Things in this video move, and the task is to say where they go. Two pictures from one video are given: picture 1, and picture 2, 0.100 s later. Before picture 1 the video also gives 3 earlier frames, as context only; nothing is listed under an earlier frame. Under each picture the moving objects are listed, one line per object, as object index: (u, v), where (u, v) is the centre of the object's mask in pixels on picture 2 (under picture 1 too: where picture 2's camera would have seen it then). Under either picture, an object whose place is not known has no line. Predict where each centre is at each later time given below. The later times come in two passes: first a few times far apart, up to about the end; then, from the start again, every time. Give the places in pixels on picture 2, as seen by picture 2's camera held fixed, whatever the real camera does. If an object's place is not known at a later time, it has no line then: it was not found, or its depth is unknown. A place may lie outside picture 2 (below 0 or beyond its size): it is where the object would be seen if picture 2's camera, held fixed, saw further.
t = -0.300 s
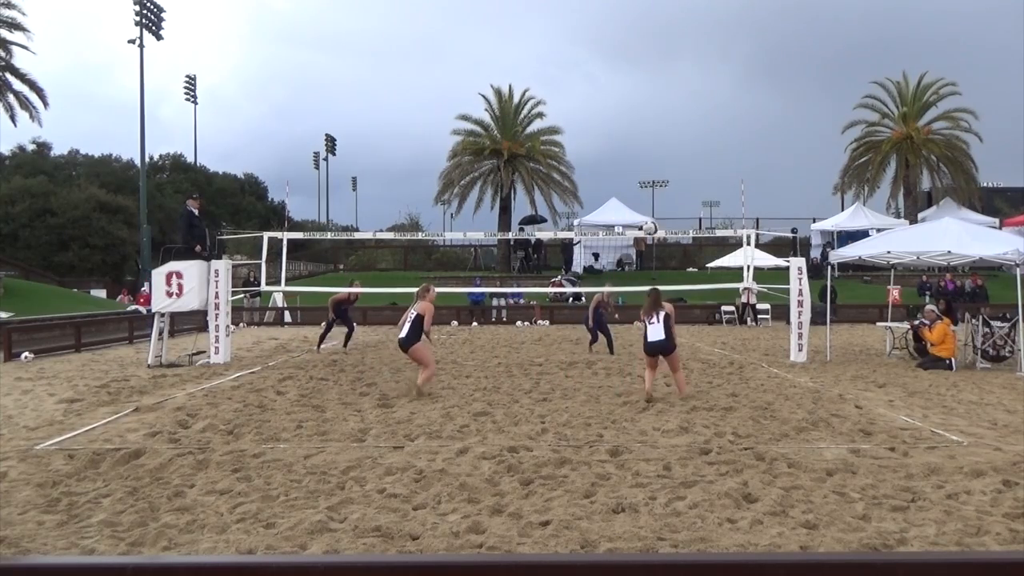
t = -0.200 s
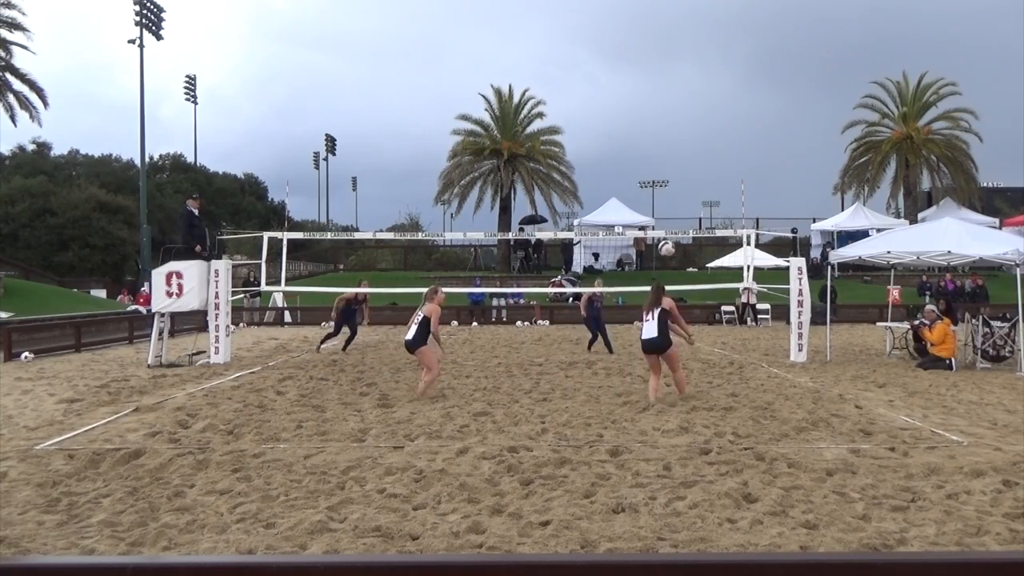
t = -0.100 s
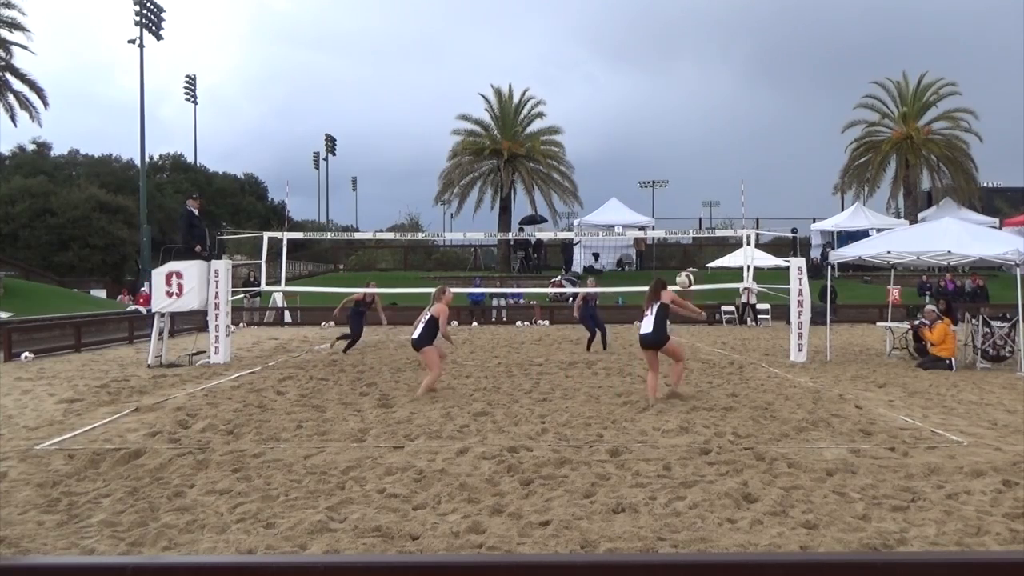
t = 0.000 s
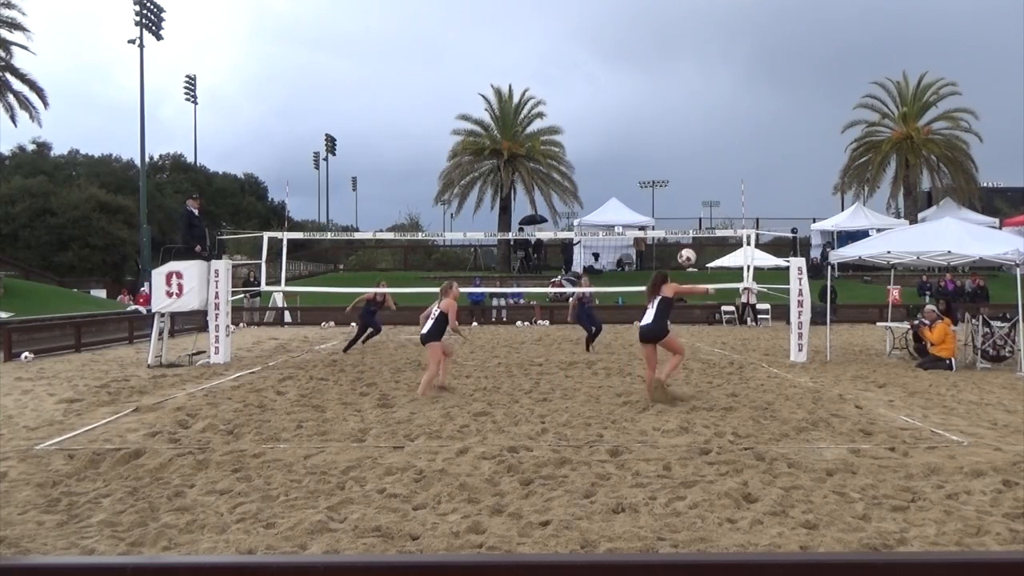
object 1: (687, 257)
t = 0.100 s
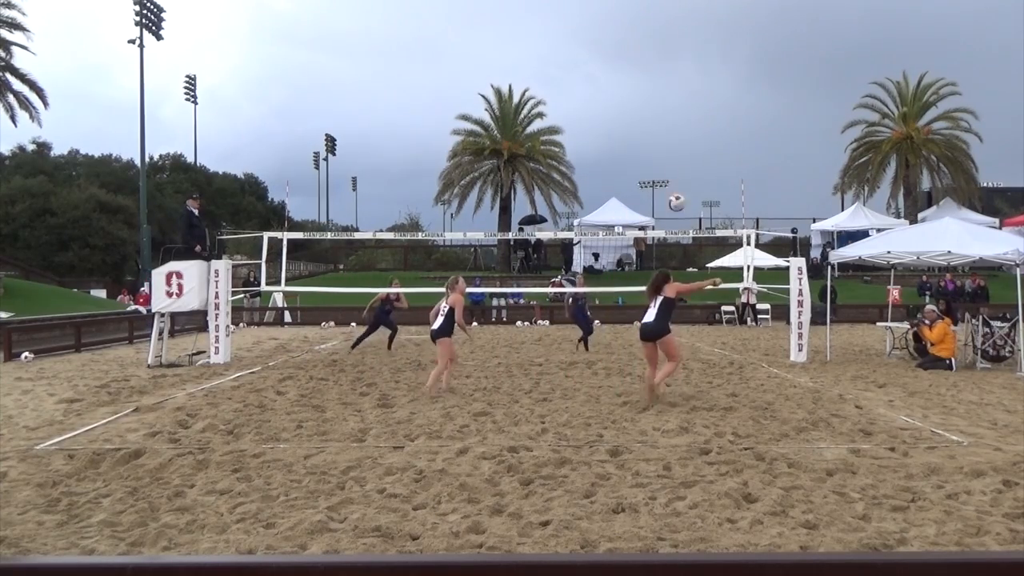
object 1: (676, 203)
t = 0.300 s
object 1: (656, 123)
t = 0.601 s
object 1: (628, 65)
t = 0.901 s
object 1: (603, 73)
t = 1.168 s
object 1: (584, 129)
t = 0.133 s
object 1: (673, 186)
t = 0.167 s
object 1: (669, 172)
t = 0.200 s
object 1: (666, 158)
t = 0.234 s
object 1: (662, 145)
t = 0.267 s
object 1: (659, 133)
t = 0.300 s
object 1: (656, 123)
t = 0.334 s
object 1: (653, 112)
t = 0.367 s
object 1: (650, 103)
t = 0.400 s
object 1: (646, 95)
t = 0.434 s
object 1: (643, 88)
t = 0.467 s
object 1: (640, 82)
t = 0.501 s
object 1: (637, 76)
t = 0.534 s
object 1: (634, 72)
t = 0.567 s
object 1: (631, 68)
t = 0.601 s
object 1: (628, 65)
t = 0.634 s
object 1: (625, 62)
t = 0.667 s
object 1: (622, 61)
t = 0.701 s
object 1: (620, 60)
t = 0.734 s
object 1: (616, 61)
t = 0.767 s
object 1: (614, 62)
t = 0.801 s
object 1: (611, 63)
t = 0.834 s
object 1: (608, 66)
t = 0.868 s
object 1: (606, 69)
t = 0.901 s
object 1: (603, 73)
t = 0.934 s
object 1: (600, 77)
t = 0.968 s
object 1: (598, 83)
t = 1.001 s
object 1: (595, 89)
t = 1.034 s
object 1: (593, 96)
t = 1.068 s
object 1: (591, 103)
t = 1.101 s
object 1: (588, 111)
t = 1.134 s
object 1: (586, 120)
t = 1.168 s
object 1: (584, 129)
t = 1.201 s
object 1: (581, 139)
